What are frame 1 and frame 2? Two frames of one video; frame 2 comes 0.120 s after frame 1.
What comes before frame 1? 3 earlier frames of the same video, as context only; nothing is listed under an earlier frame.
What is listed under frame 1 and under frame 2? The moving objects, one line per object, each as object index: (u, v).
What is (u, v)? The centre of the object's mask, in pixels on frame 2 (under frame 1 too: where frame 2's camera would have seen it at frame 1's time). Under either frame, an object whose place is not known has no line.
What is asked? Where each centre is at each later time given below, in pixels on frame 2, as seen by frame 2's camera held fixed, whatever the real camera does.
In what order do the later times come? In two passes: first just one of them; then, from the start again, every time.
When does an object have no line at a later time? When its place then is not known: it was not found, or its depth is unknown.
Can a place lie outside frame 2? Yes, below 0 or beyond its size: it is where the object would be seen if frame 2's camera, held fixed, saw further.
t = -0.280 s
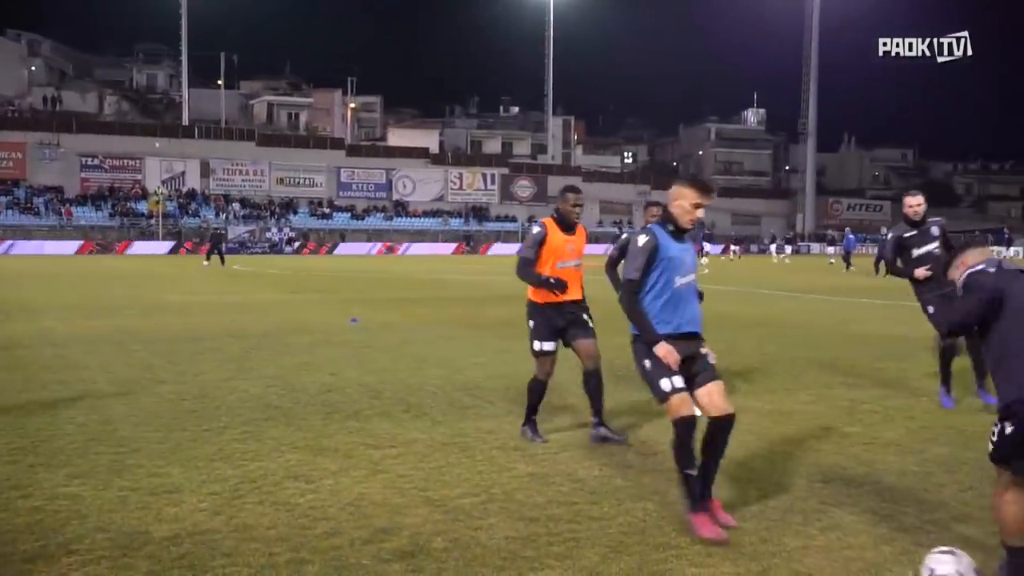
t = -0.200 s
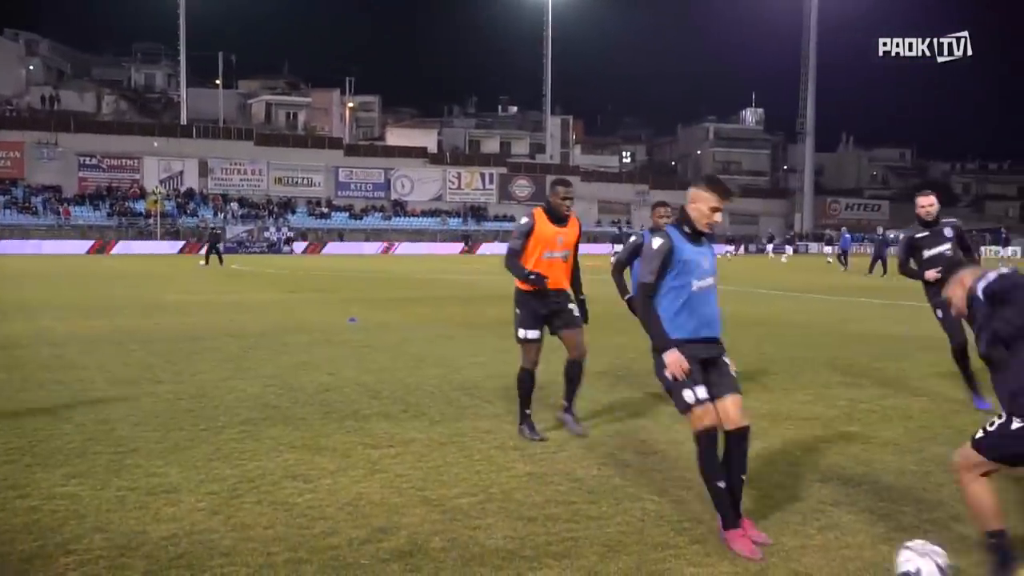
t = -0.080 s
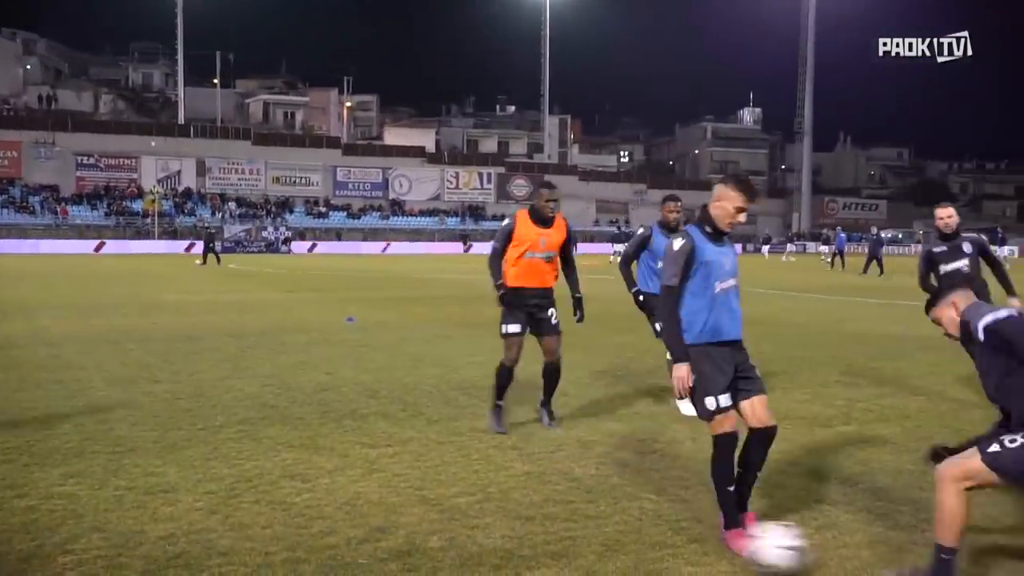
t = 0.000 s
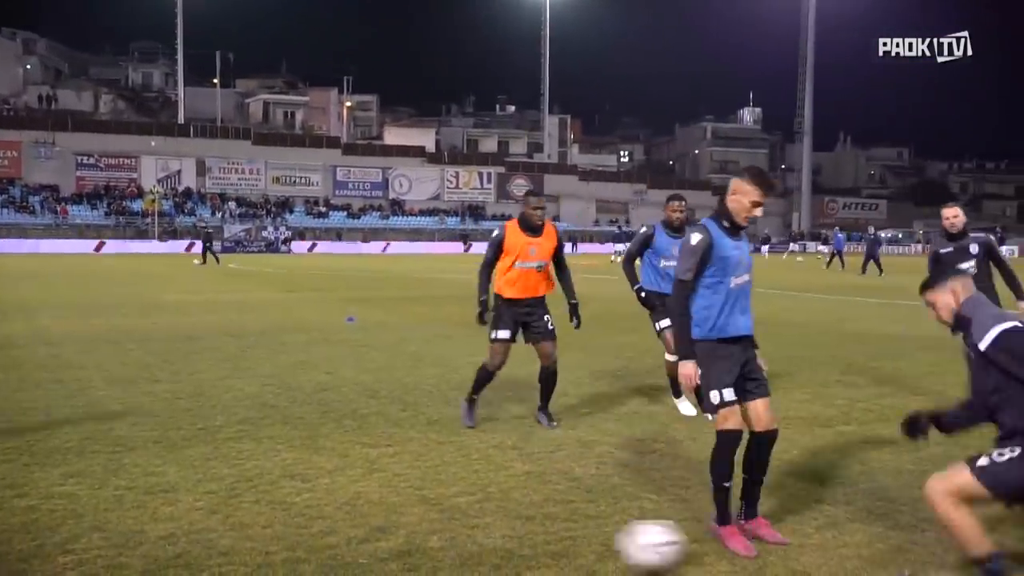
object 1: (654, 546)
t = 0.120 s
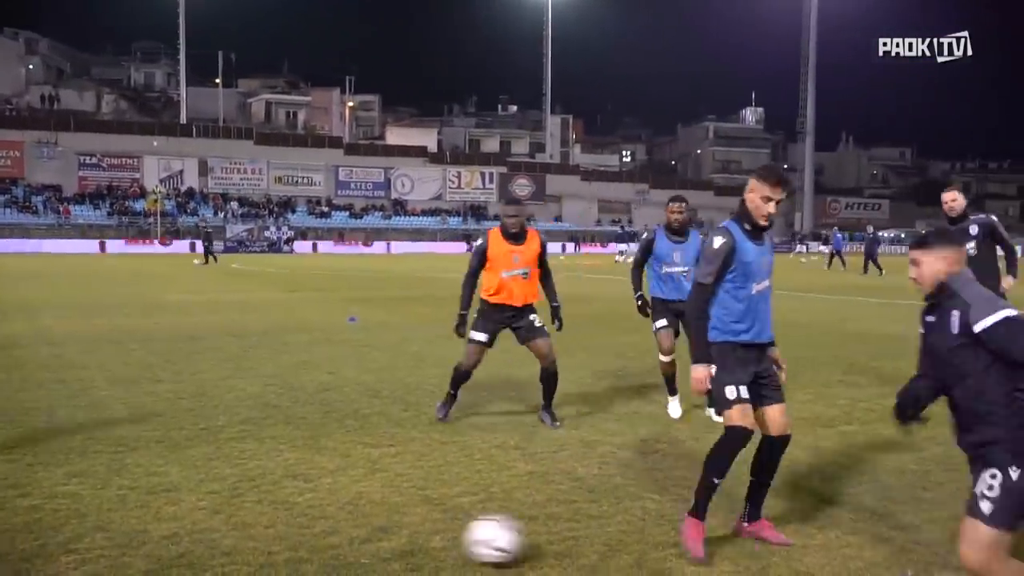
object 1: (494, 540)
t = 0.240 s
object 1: (360, 536)
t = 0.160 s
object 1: (446, 539)
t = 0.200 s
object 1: (399, 539)
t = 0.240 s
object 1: (360, 536)
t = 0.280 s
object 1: (324, 534)
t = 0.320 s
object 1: (291, 533)
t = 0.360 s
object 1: (261, 530)
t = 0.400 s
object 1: (231, 529)
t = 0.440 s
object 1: (205, 528)
